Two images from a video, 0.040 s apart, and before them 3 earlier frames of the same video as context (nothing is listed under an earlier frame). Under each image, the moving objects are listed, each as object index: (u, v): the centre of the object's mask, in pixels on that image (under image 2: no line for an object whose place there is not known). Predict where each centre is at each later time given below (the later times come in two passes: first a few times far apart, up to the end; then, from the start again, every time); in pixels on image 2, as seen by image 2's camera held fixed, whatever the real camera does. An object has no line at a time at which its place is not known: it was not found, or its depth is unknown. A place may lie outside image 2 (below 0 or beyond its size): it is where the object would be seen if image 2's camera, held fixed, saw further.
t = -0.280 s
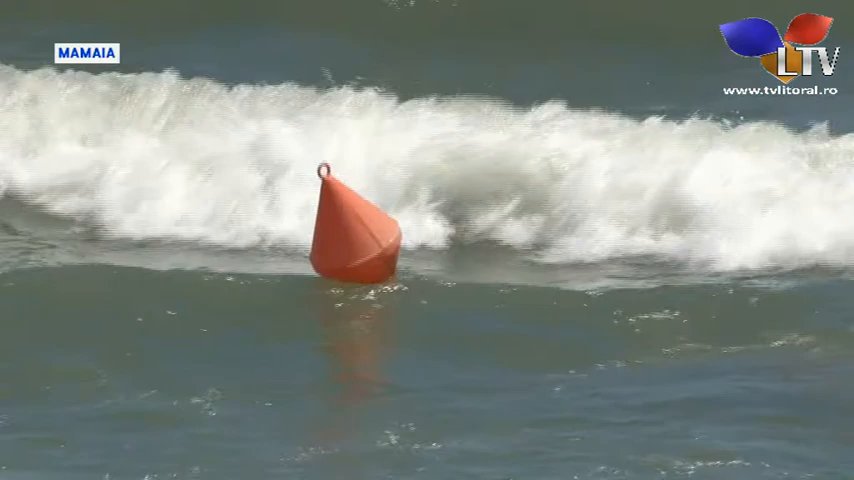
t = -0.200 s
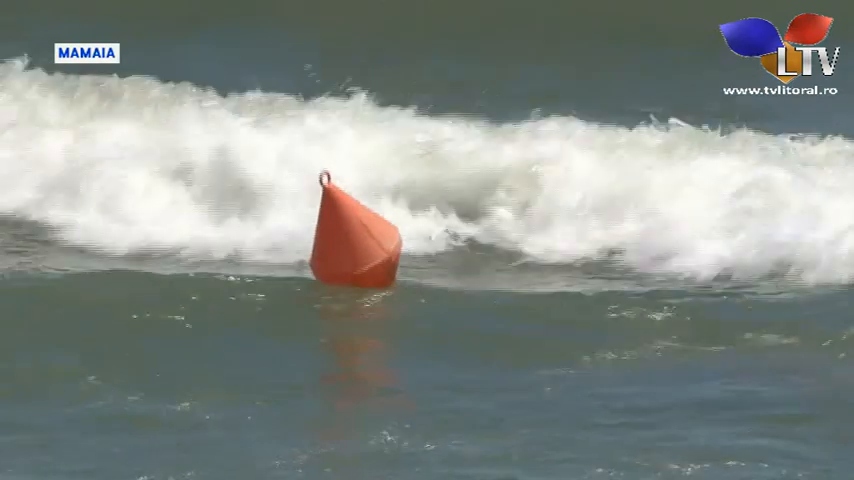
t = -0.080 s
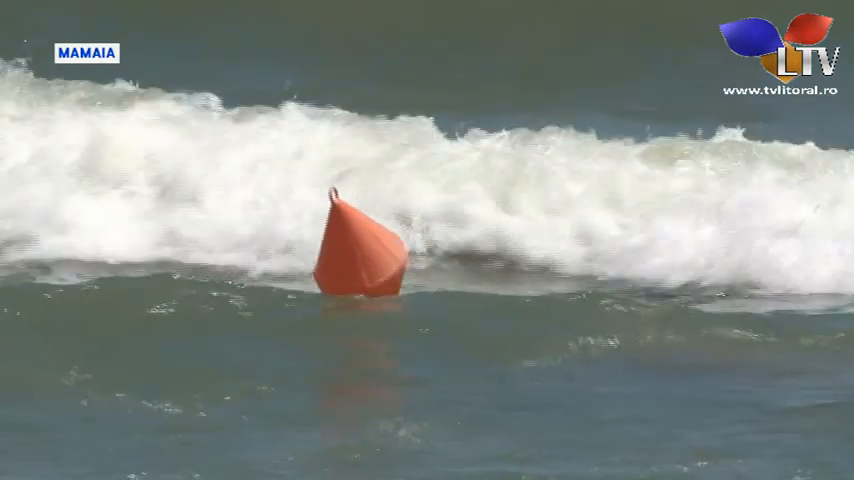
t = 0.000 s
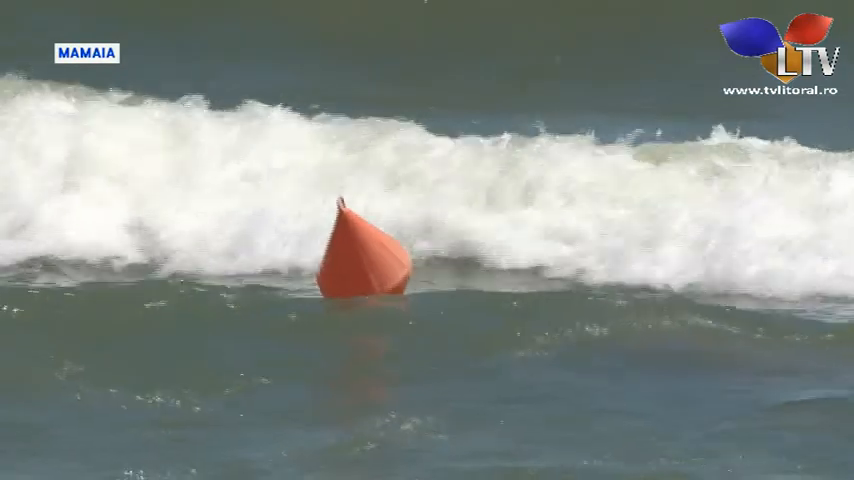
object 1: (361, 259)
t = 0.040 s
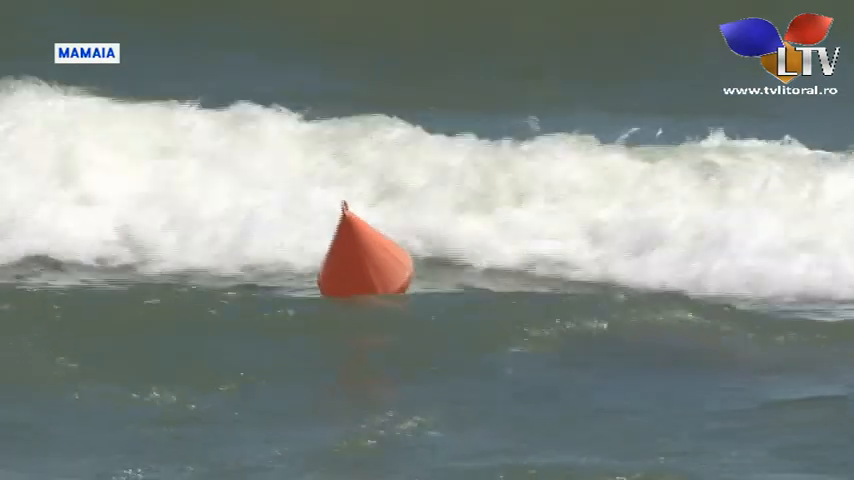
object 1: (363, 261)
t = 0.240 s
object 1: (365, 278)
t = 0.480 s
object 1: (349, 283)
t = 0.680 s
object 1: (330, 295)
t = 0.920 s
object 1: (307, 280)
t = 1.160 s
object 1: (319, 279)
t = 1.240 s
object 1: (341, 277)
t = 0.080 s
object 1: (364, 265)
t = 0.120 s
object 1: (364, 268)
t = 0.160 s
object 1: (365, 272)
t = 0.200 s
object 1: (366, 274)
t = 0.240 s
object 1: (365, 278)
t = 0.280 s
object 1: (363, 279)
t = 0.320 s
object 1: (361, 279)
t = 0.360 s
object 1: (360, 280)
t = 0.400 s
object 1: (357, 279)
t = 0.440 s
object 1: (354, 280)
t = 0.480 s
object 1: (349, 283)
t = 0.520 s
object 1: (346, 284)
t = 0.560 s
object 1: (343, 287)
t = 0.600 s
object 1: (339, 290)
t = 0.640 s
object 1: (334, 294)
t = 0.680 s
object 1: (330, 295)
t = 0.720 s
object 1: (327, 297)
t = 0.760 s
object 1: (322, 297)
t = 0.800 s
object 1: (320, 293)
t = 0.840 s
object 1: (317, 291)
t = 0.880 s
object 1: (313, 287)
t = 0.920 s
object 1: (307, 280)
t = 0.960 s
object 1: (308, 278)
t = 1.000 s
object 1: (305, 277)
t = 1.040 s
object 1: (306, 278)
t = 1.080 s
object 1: (308, 279)
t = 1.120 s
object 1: (311, 279)
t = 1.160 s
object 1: (319, 279)
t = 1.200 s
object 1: (329, 279)
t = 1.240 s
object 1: (341, 277)
